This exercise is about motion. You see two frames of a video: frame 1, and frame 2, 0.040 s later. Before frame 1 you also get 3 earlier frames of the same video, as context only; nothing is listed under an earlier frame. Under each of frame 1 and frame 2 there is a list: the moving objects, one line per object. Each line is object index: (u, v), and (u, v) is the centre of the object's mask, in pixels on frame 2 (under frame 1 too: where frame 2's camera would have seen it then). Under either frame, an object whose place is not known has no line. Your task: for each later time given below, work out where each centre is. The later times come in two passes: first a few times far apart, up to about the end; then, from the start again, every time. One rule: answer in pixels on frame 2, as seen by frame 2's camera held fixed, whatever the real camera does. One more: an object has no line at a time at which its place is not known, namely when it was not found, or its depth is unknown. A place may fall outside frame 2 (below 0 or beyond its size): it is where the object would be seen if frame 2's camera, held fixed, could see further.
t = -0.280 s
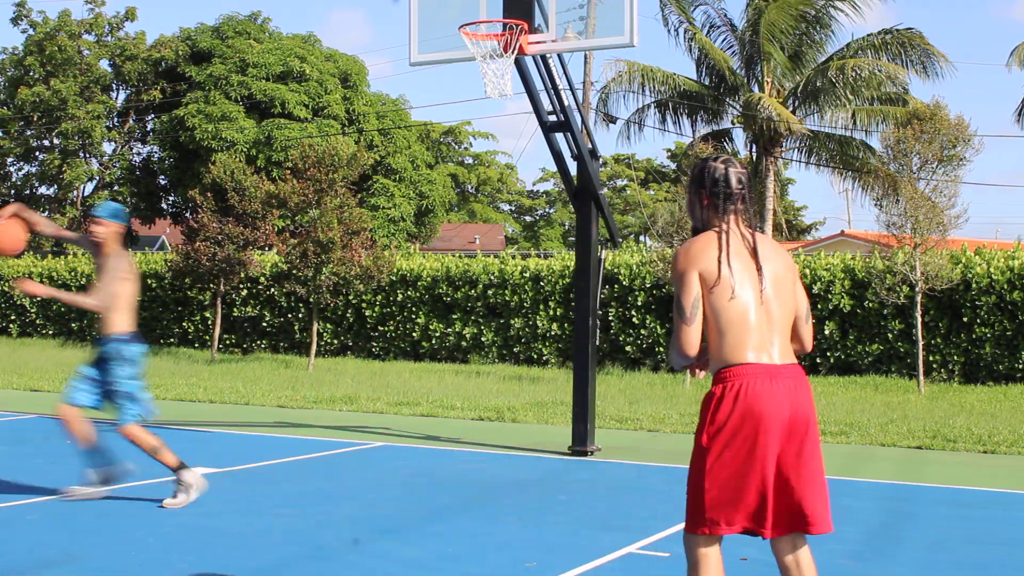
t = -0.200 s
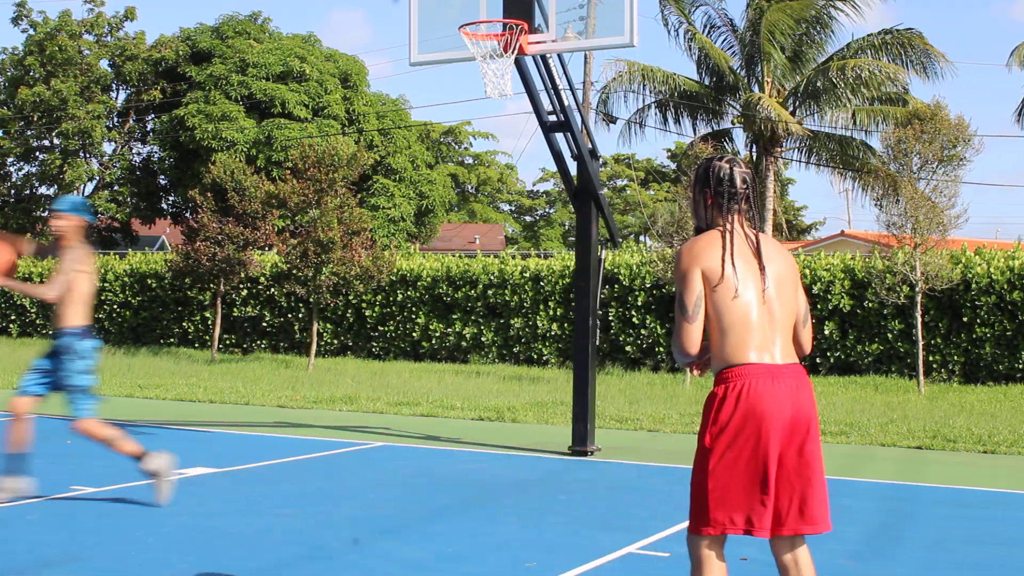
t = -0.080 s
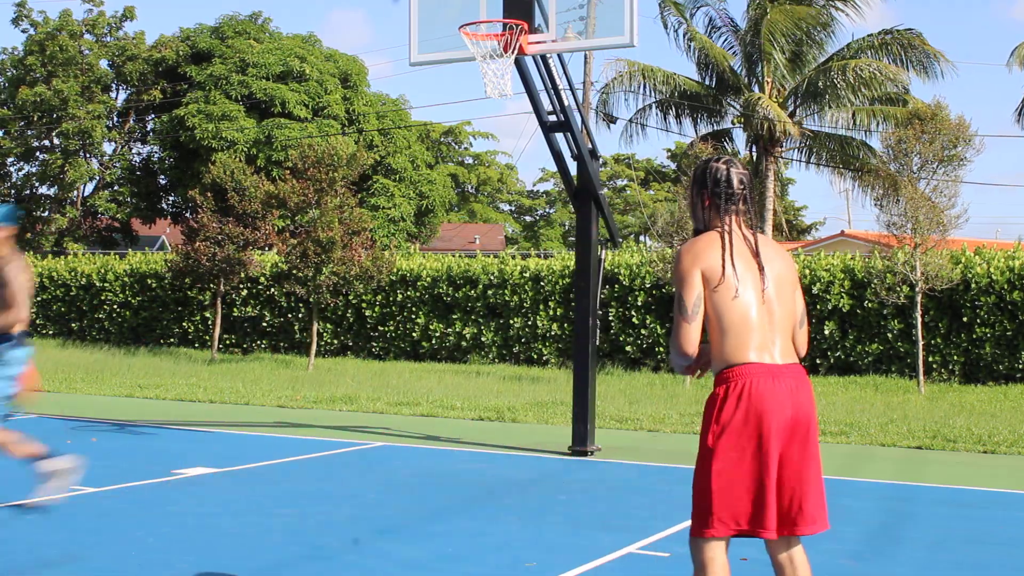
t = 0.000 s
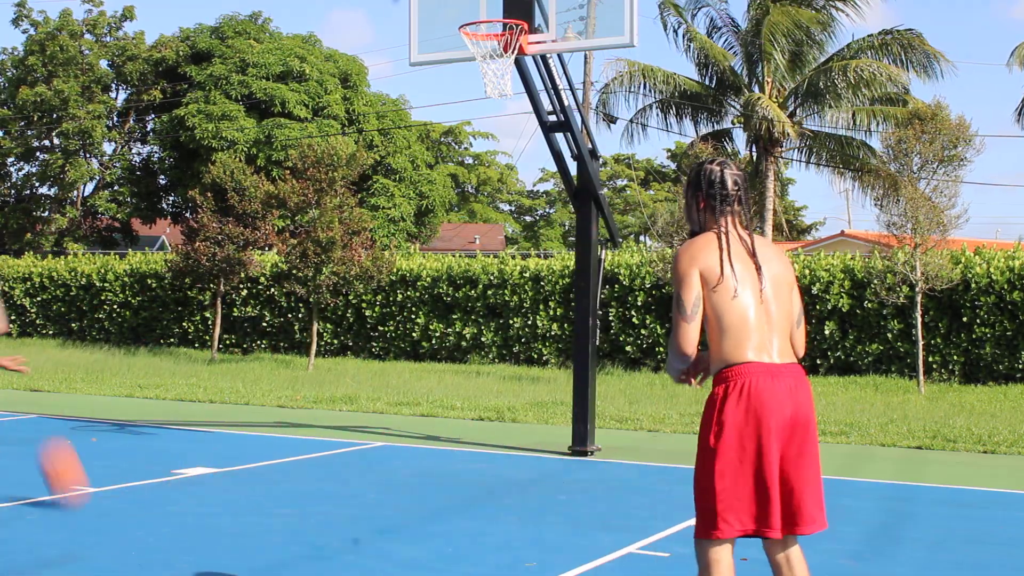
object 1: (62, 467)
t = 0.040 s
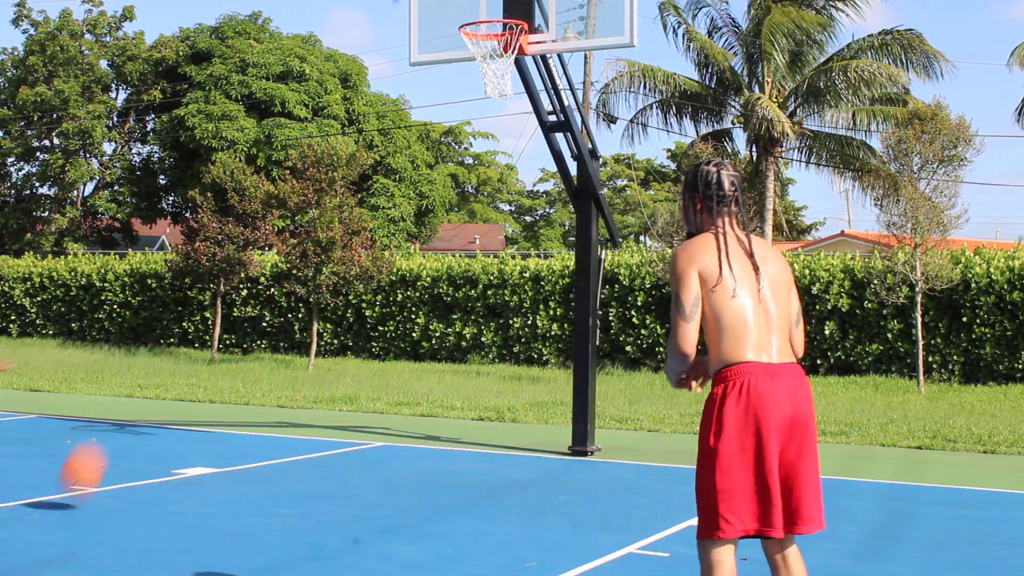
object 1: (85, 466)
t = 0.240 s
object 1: (178, 308)
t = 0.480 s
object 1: (318, 178)
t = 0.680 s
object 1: (458, 146)
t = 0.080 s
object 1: (102, 434)
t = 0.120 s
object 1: (120, 400)
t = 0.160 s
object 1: (140, 365)
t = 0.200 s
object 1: (159, 334)
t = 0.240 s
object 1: (178, 308)
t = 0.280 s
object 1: (200, 281)
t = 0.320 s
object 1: (221, 256)
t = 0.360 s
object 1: (246, 231)
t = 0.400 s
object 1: (268, 212)
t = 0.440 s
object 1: (293, 193)
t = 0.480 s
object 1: (318, 178)
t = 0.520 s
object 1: (345, 165)
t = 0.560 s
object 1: (372, 155)
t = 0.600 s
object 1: (400, 149)
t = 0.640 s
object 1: (430, 145)
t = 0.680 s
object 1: (458, 146)
